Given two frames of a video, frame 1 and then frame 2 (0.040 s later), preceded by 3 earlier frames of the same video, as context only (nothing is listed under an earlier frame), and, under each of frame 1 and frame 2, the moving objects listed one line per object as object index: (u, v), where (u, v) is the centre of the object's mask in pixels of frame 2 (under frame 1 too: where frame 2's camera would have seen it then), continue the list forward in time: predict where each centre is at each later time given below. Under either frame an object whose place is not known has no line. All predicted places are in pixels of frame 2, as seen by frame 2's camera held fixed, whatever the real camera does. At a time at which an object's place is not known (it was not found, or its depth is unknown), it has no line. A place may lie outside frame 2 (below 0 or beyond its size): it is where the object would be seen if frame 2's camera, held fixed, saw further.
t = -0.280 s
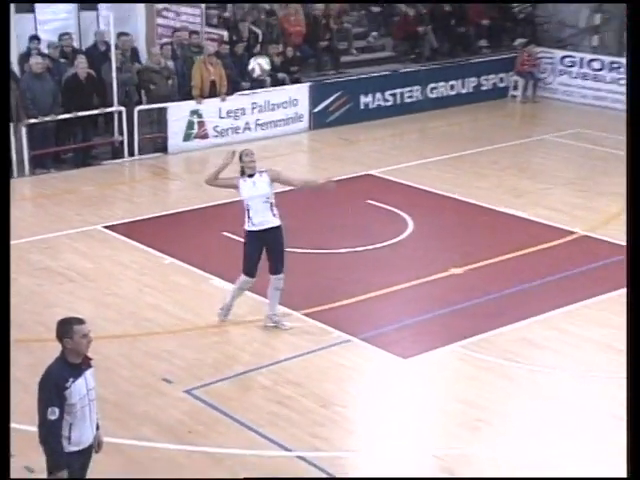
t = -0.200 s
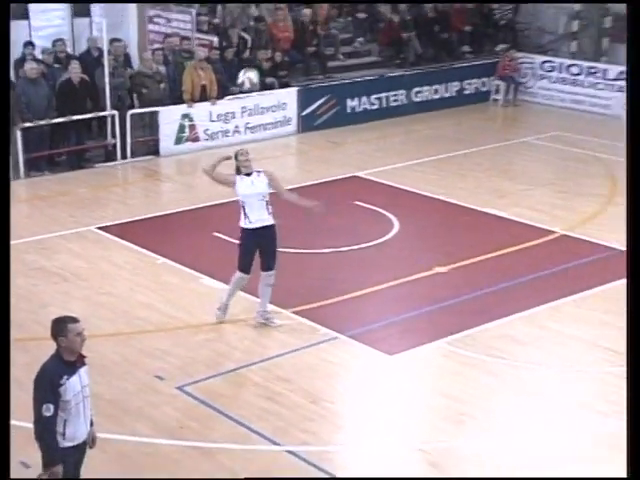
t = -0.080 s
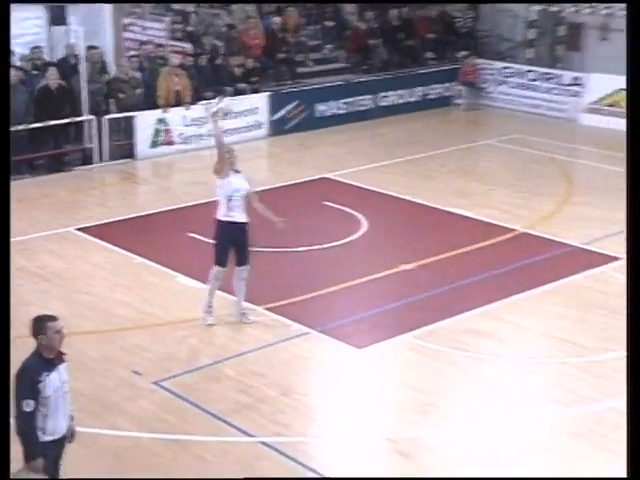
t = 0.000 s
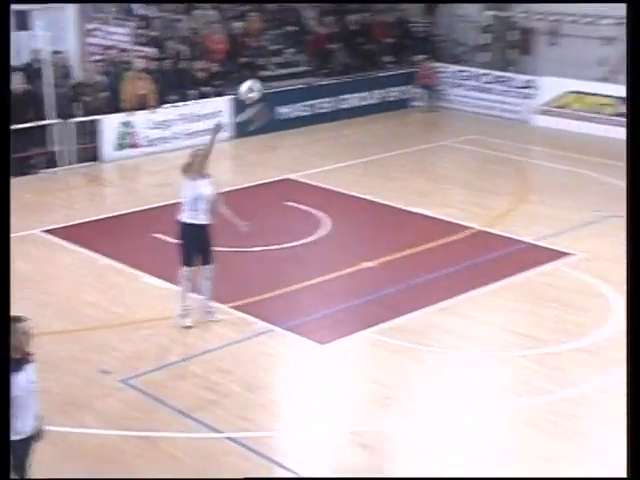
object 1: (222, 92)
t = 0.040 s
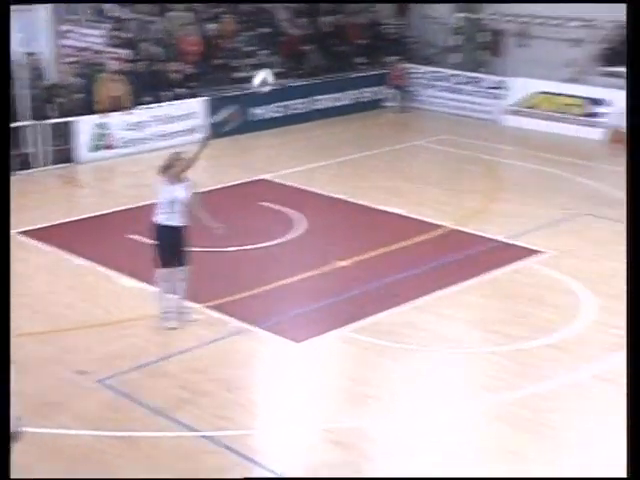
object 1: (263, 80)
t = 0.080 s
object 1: (307, 69)
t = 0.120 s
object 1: (354, 59)
